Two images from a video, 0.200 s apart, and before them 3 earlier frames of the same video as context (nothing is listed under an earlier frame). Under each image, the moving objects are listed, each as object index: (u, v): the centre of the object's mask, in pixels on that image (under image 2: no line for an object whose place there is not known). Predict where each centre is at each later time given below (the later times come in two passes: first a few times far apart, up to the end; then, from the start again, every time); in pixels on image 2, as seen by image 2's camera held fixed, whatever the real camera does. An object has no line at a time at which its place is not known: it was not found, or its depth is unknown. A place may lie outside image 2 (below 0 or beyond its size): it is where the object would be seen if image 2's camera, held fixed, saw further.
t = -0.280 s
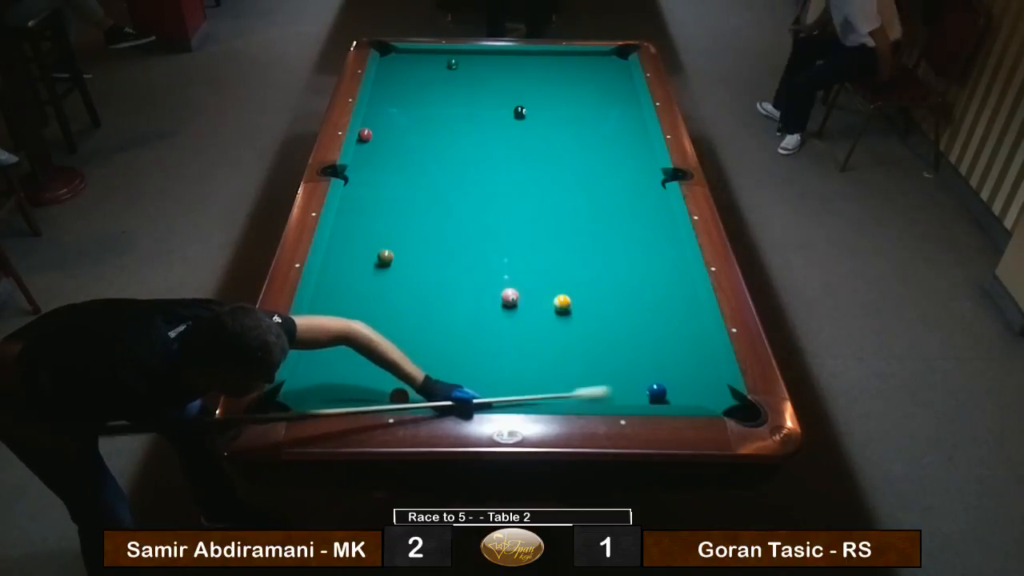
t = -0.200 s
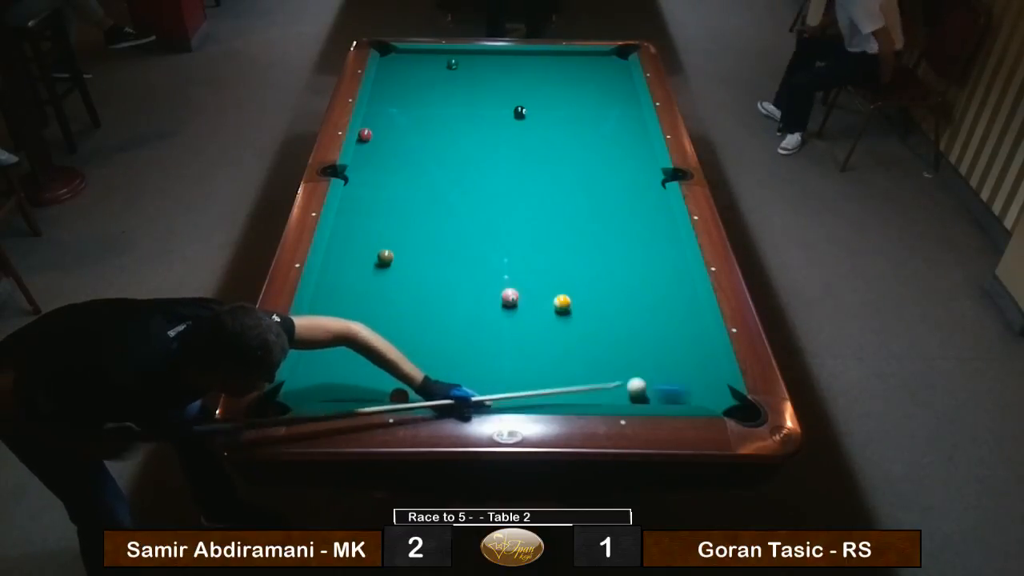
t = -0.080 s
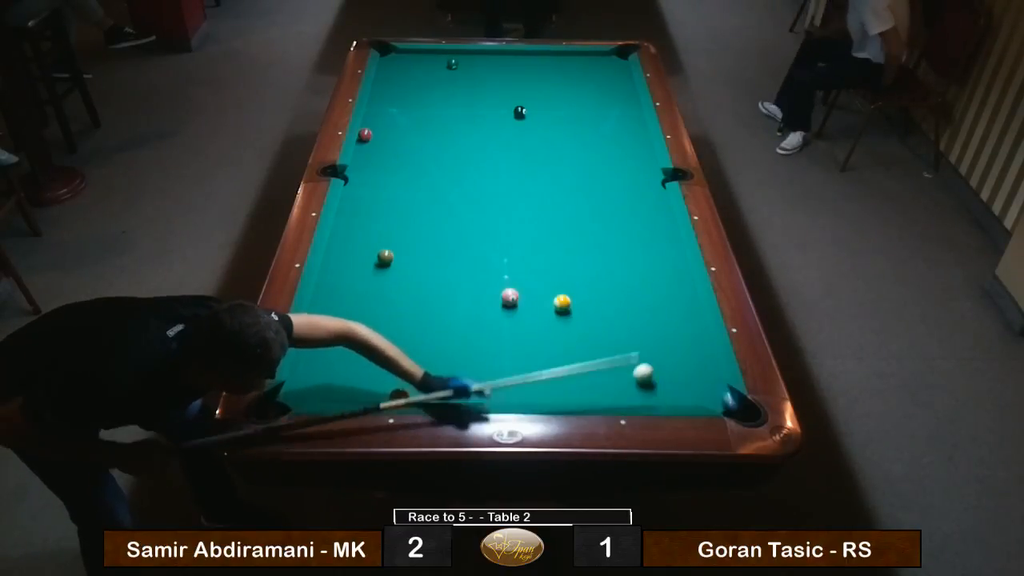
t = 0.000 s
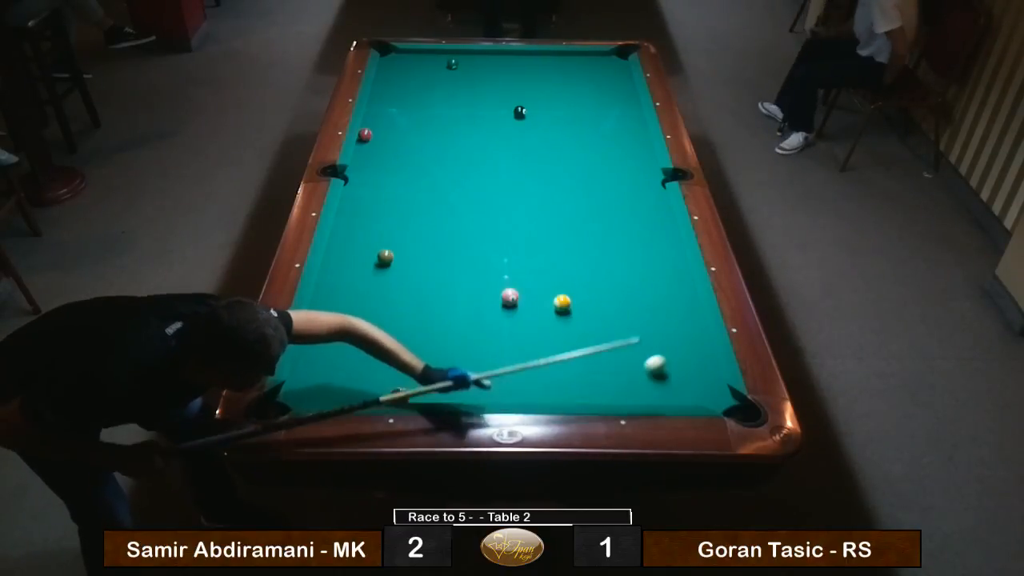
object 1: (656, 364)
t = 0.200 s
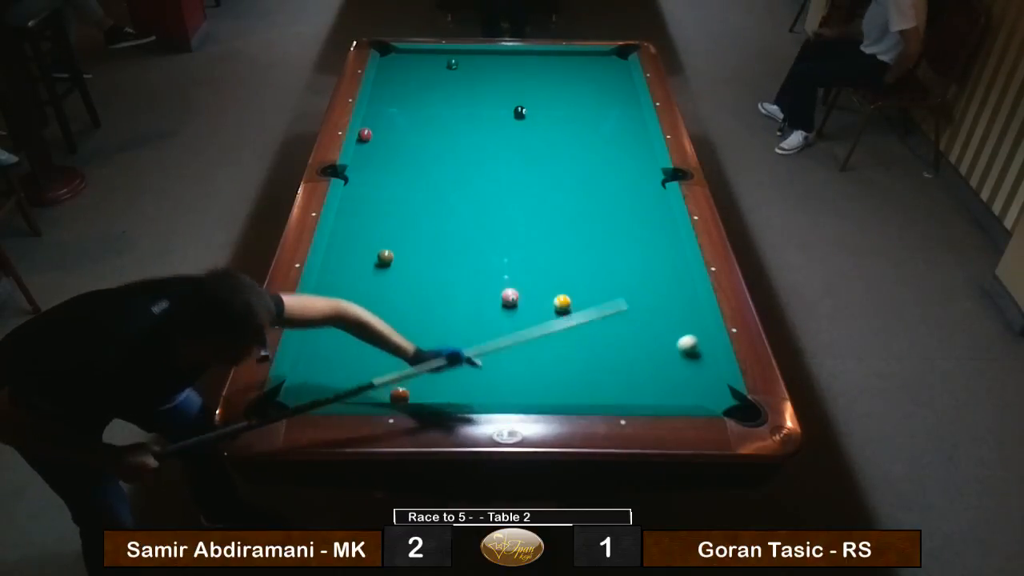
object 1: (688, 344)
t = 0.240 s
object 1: (694, 340)
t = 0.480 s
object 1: (681, 325)
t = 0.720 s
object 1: (656, 313)
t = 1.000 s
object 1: (631, 301)
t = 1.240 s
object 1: (612, 292)
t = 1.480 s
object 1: (594, 284)
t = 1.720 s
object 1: (578, 277)
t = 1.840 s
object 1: (571, 273)
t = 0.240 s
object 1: (694, 340)
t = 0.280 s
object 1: (700, 336)
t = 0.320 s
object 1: (698, 333)
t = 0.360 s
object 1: (694, 331)
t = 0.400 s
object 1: (689, 329)
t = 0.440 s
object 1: (685, 327)
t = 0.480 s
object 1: (681, 325)
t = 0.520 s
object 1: (676, 323)
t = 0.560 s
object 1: (672, 321)
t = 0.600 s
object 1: (668, 319)
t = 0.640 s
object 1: (664, 317)
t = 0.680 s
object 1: (660, 315)
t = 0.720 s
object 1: (656, 313)
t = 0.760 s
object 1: (652, 311)
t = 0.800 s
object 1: (649, 310)
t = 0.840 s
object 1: (645, 308)
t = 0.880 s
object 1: (642, 307)
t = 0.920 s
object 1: (638, 305)
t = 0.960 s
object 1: (635, 303)
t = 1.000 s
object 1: (631, 301)
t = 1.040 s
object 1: (628, 300)
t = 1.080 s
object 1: (624, 298)
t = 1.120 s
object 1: (621, 297)
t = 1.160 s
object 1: (618, 296)
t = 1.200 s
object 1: (615, 294)
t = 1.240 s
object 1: (612, 292)
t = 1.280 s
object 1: (609, 291)
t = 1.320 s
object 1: (605, 290)
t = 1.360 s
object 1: (603, 288)
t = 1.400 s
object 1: (600, 287)
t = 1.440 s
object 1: (597, 285)
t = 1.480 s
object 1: (594, 284)
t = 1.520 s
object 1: (591, 283)
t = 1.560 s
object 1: (589, 281)
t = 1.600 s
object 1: (586, 280)
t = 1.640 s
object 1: (583, 279)
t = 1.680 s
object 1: (581, 278)
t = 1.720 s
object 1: (578, 277)
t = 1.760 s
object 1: (576, 275)
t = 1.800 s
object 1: (574, 274)
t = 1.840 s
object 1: (571, 273)
